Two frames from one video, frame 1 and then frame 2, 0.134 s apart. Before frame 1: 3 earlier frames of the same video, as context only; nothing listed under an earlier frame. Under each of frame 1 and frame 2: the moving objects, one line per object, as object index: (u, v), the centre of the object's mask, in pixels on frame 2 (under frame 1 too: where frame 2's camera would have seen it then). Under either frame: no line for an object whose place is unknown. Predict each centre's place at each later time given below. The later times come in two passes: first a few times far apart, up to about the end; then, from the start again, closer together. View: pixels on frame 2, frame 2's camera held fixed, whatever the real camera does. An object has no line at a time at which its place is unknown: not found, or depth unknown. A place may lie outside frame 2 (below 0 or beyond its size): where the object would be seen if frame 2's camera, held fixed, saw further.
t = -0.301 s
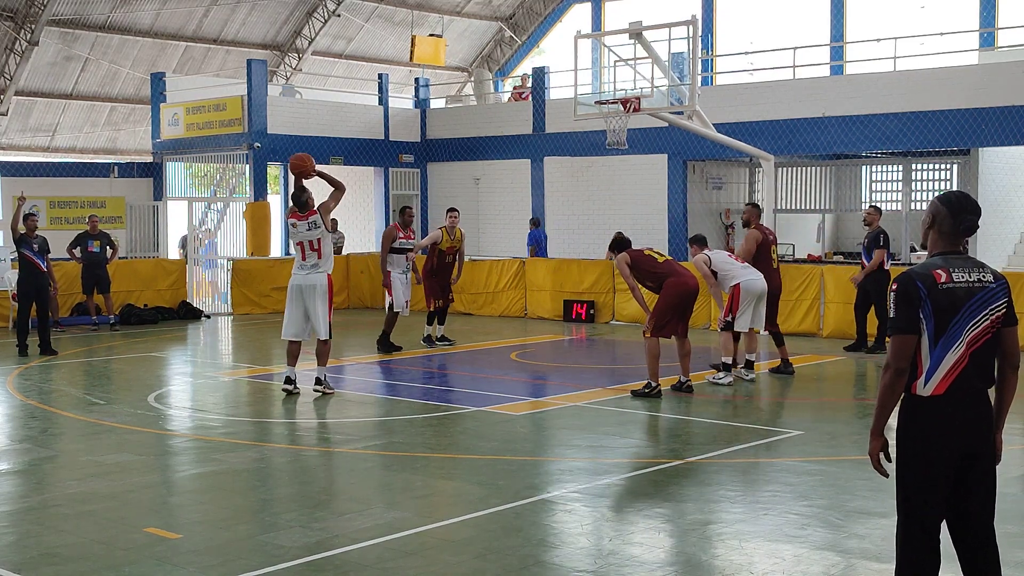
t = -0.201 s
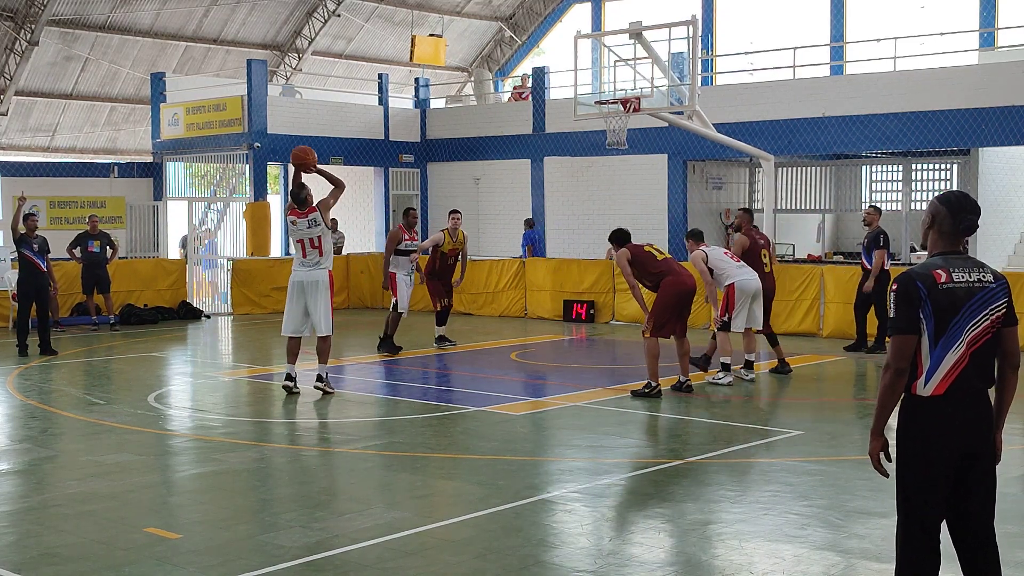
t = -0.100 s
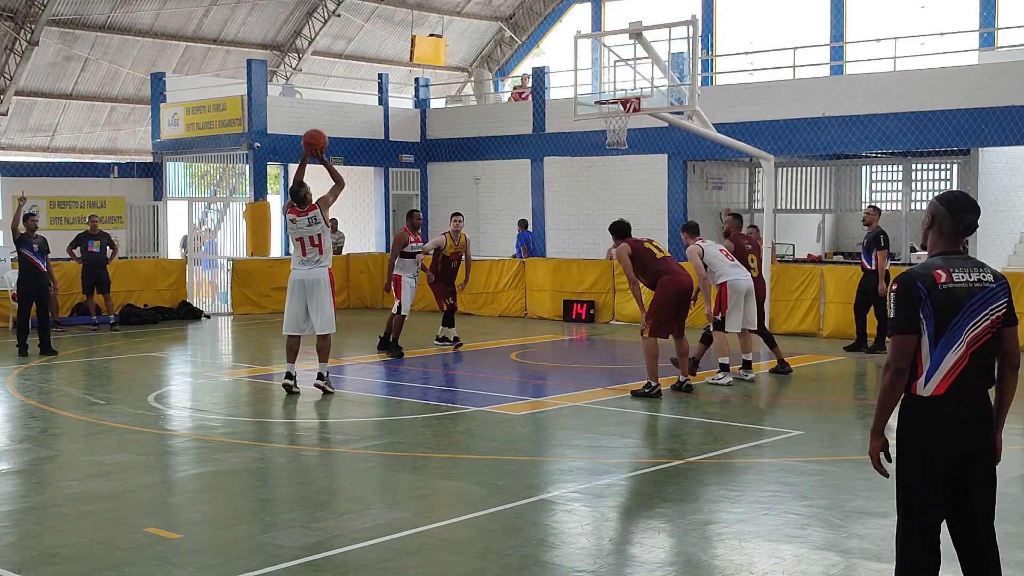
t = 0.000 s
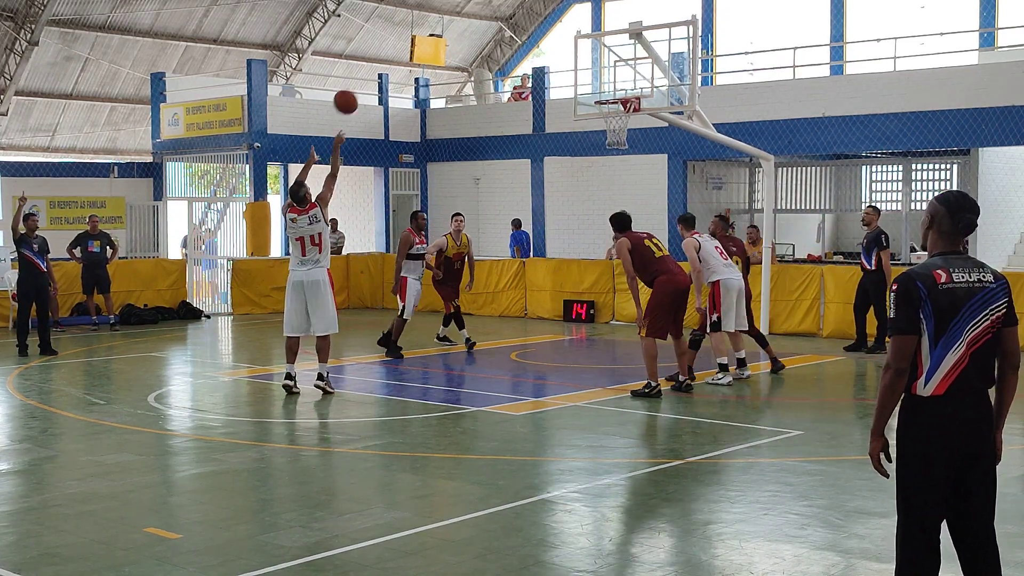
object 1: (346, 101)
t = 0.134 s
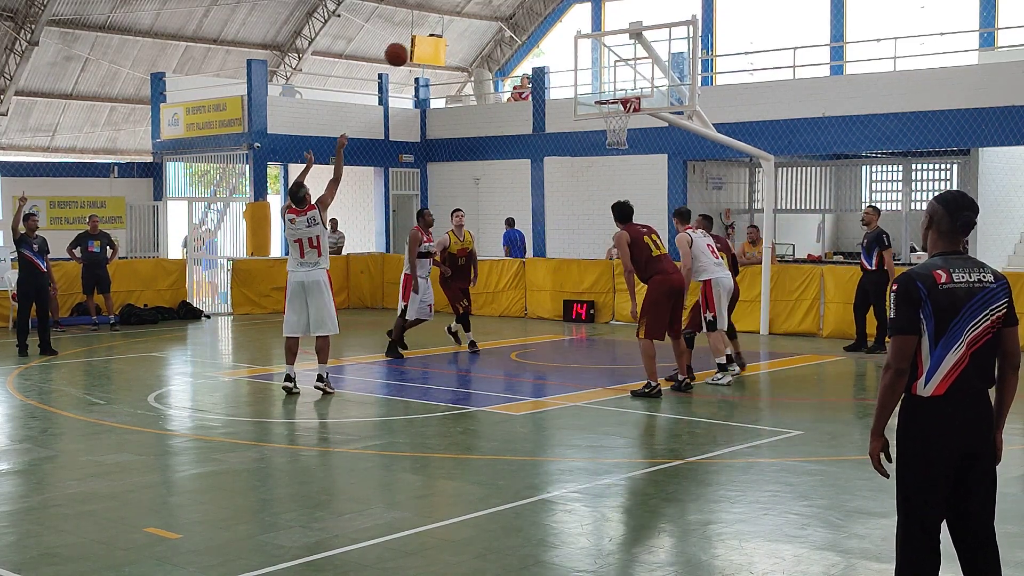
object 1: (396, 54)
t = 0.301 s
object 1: (455, 22)
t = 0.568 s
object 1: (539, 29)
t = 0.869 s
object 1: (619, 106)
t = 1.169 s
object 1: (621, 154)
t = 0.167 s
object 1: (408, 45)
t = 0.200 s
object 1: (420, 37)
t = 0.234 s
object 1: (432, 31)
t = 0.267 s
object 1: (444, 27)
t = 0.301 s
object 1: (455, 22)
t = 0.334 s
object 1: (466, 20)
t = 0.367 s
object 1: (477, 18)
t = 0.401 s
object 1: (488, 17)
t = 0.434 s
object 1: (498, 18)
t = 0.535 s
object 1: (529, 25)
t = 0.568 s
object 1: (539, 29)
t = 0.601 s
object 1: (548, 34)
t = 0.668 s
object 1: (568, 48)
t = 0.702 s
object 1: (577, 55)
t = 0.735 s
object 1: (587, 64)
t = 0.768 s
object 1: (595, 73)
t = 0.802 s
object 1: (603, 83)
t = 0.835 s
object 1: (612, 94)
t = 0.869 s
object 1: (619, 106)
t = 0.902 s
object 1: (622, 110)
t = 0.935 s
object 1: (624, 113)
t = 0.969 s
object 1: (621, 125)
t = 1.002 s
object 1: (623, 127)
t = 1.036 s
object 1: (623, 130)
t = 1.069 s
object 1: (623, 135)
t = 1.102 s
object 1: (622, 140)
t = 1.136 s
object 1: (621, 147)
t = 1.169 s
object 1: (621, 154)
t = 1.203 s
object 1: (620, 163)
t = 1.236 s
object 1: (619, 172)
